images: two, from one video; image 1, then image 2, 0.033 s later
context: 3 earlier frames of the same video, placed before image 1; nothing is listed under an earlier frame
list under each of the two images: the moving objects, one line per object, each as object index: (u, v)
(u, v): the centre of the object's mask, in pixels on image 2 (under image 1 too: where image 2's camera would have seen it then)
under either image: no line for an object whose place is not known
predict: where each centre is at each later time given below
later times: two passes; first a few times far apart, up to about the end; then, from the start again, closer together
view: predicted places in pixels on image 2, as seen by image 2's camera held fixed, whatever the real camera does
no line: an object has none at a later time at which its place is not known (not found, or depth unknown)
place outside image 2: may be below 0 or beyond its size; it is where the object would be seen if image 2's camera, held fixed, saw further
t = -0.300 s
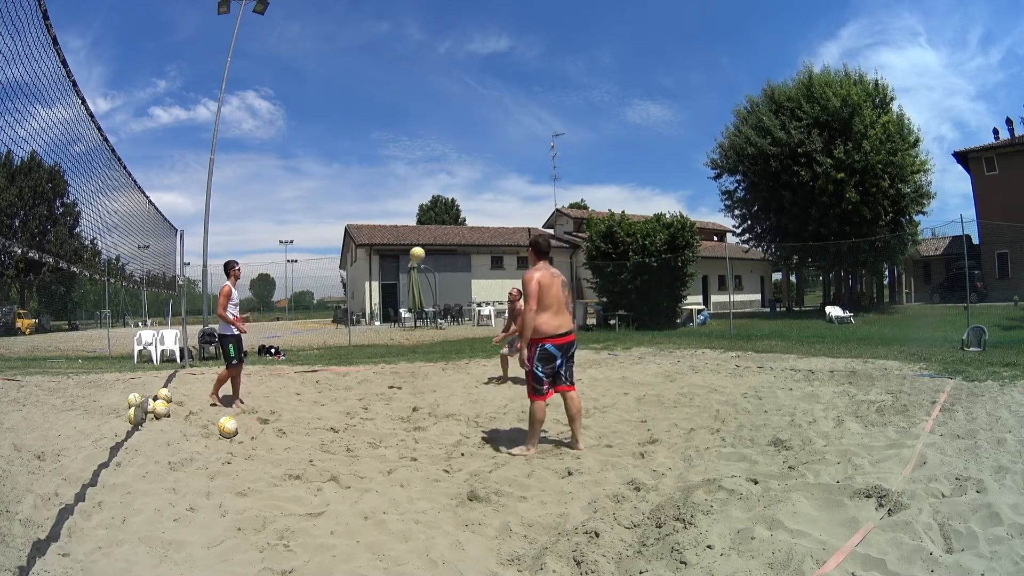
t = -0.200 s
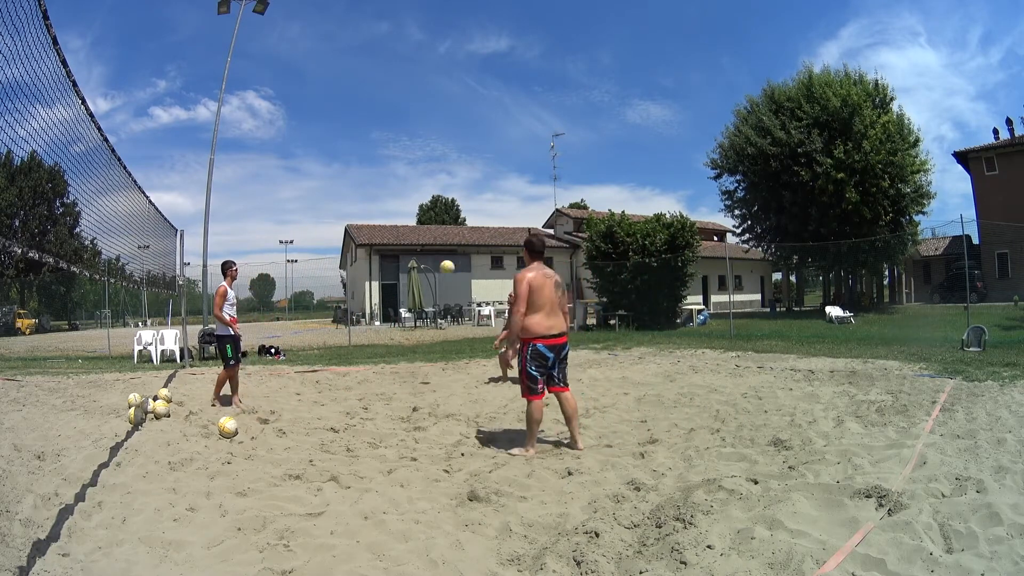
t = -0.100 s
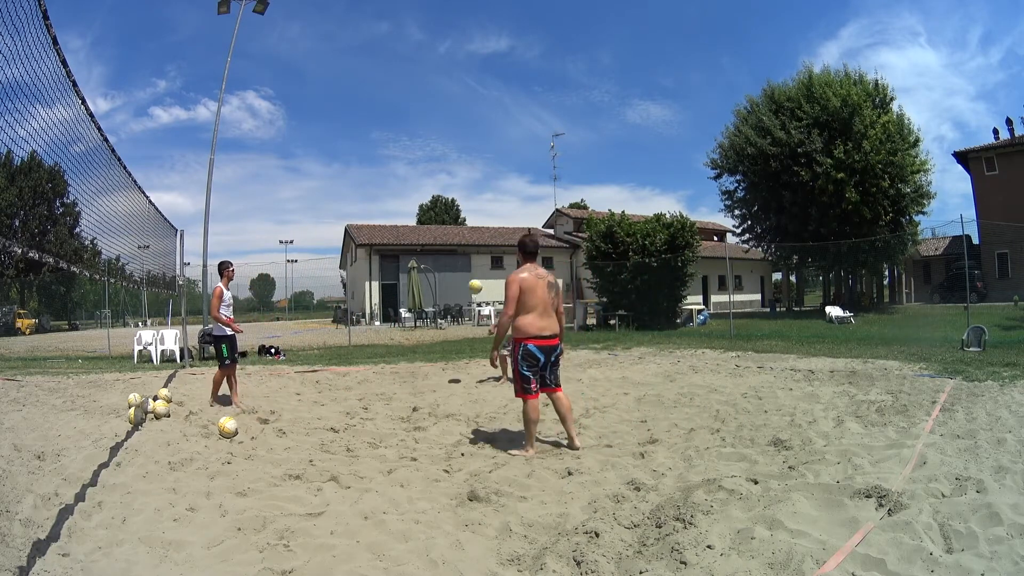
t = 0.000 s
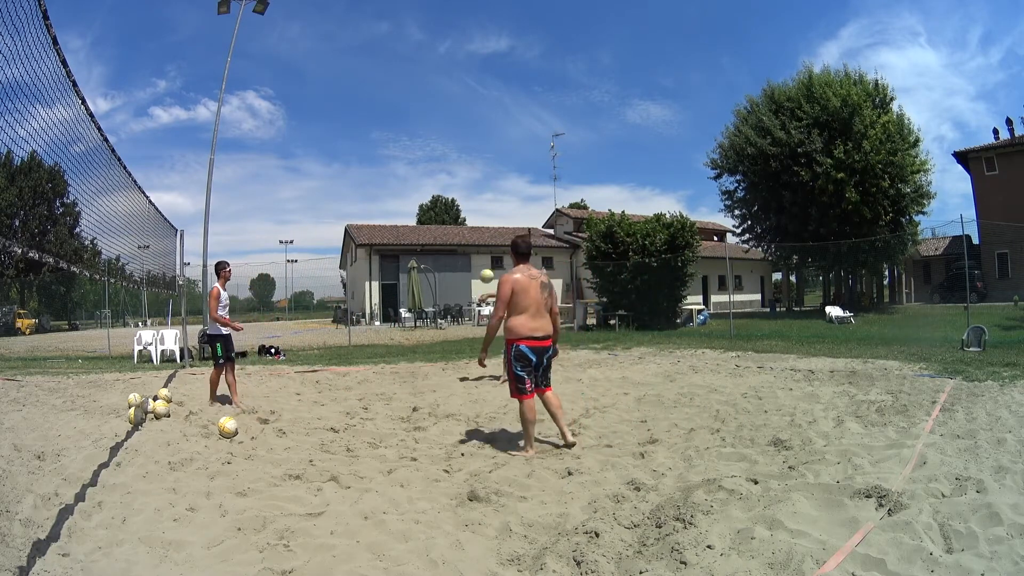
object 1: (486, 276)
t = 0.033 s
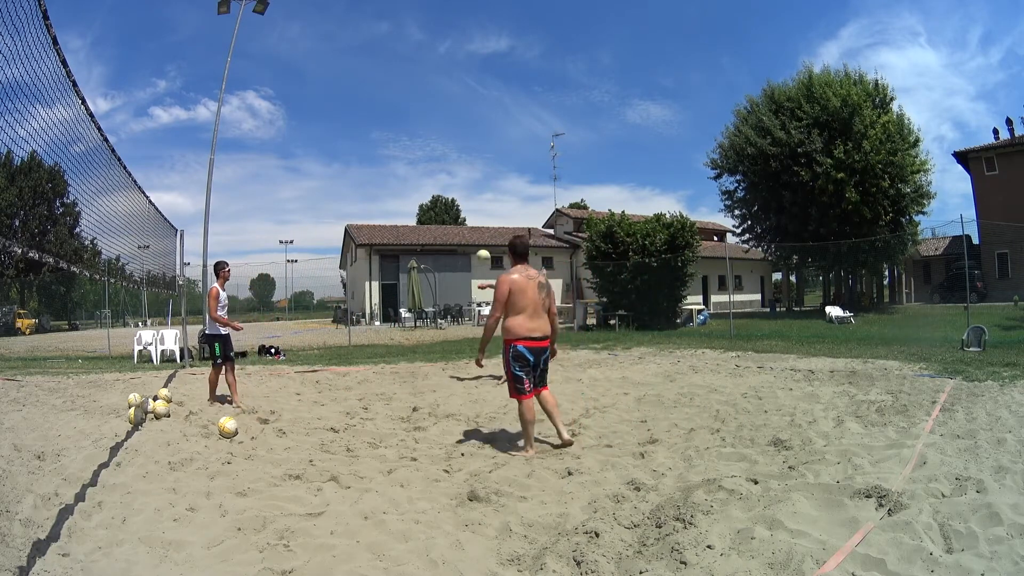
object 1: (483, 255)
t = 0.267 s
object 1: (462, 147)
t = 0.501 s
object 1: (446, 82)
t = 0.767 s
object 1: (429, 51)
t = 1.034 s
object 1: (412, 56)
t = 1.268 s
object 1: (396, 89)
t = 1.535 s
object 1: (376, 168)
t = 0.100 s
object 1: (476, 220)
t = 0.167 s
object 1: (470, 188)
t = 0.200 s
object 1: (467, 173)
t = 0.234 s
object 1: (464, 159)
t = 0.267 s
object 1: (462, 147)
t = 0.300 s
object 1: (459, 135)
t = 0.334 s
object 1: (457, 124)
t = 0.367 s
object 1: (455, 114)
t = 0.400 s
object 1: (452, 105)
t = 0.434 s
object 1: (450, 97)
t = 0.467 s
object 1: (448, 89)
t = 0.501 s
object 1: (446, 82)
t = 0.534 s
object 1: (444, 76)
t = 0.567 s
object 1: (442, 71)
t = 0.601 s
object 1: (440, 66)
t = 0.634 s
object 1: (438, 62)
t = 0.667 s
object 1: (436, 58)
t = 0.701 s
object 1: (434, 56)
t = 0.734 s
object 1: (432, 53)
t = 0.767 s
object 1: (429, 51)
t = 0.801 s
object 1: (427, 50)
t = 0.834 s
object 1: (425, 49)
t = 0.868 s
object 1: (423, 49)
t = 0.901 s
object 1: (421, 49)
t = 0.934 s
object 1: (419, 50)
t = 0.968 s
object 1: (417, 51)
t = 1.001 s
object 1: (415, 53)
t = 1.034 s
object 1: (412, 56)
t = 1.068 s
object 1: (410, 59)
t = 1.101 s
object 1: (408, 62)
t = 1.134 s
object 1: (405, 66)
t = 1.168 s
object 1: (403, 71)
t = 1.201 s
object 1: (401, 77)
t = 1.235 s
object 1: (398, 83)
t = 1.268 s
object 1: (396, 89)
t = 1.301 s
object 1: (393, 96)
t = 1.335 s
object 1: (391, 104)
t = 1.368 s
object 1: (388, 113)
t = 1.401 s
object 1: (386, 122)
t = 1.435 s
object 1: (383, 132)
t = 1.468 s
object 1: (381, 143)
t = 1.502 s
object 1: (378, 155)
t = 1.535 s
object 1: (376, 168)
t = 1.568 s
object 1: (373, 181)
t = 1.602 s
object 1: (370, 196)
